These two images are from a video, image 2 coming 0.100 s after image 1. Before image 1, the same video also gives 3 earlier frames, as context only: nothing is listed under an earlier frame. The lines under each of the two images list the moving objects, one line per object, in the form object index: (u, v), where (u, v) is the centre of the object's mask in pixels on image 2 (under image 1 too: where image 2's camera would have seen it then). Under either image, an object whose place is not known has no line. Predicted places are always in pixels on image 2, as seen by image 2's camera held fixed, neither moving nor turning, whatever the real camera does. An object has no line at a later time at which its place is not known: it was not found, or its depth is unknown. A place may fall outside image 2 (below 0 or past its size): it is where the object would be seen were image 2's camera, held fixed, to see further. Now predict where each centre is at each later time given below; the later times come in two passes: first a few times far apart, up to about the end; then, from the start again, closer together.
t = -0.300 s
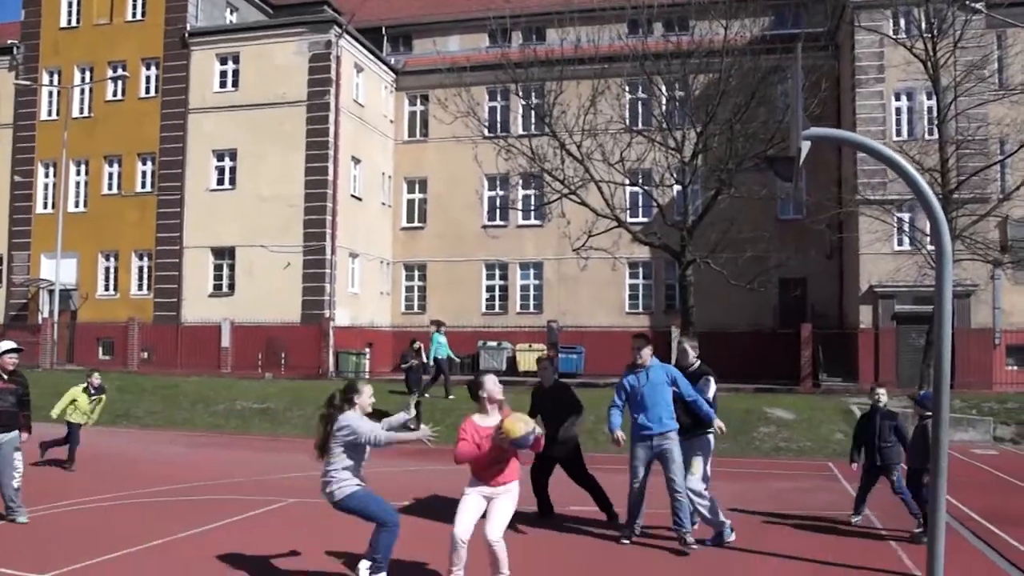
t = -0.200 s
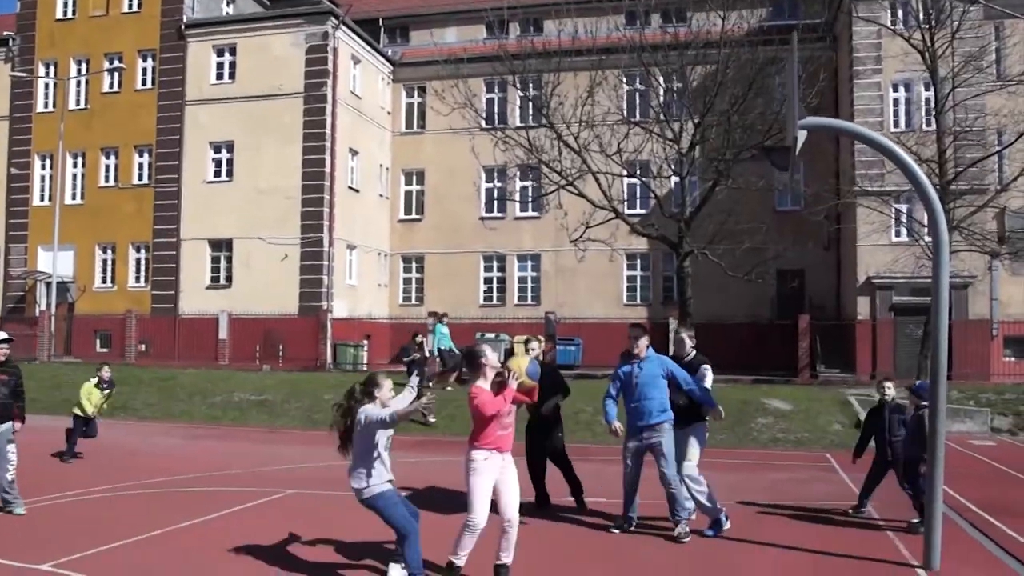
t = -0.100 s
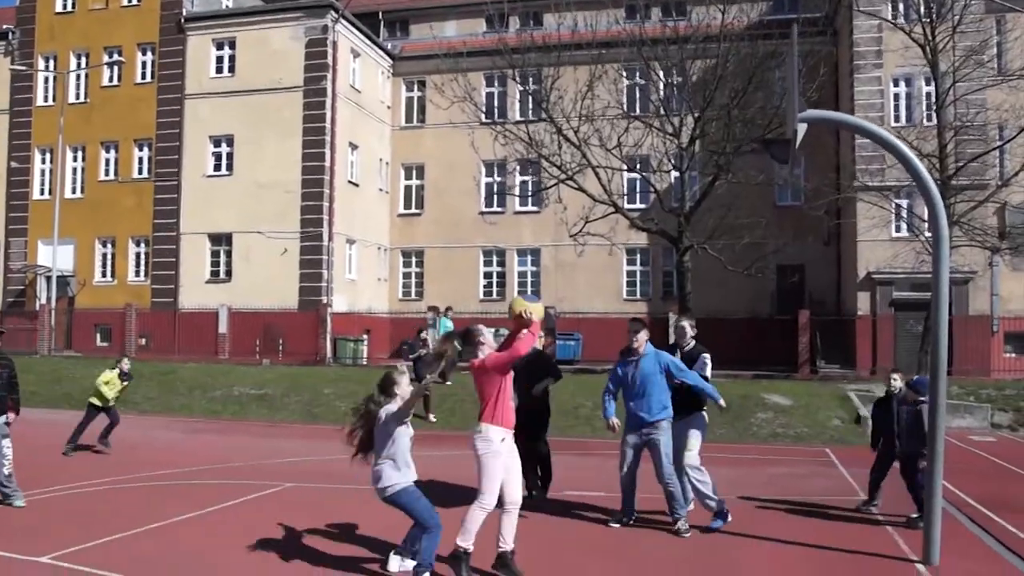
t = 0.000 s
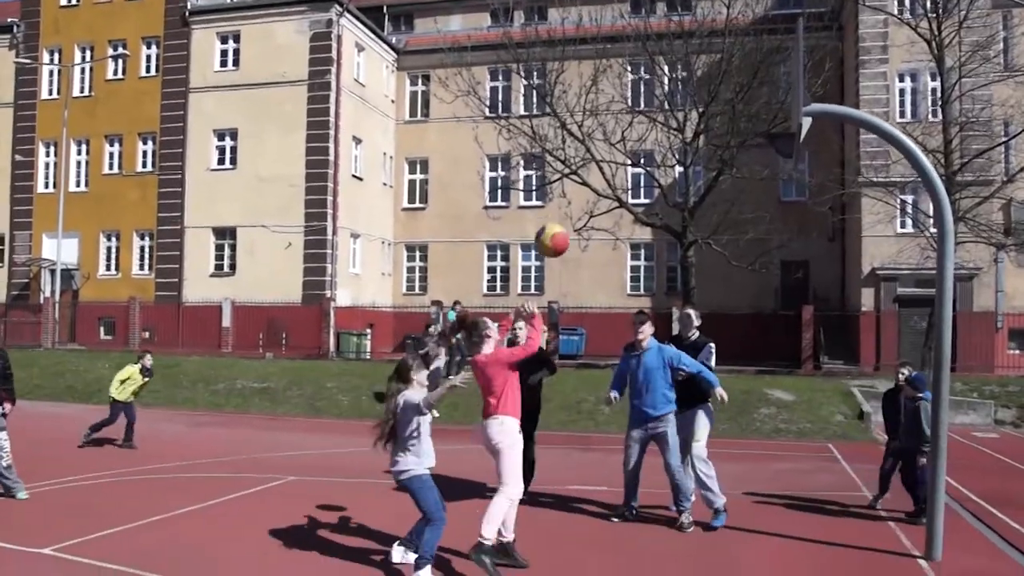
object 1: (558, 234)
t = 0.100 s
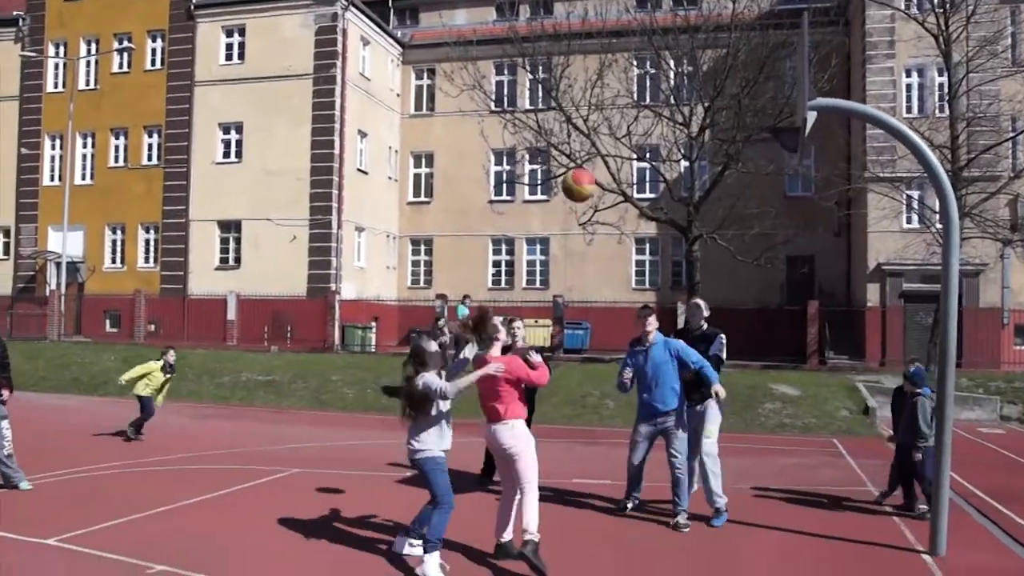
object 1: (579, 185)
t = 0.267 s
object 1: (609, 139)
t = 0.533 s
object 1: (657, 144)
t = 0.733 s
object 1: (686, 201)
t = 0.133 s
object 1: (582, 177)
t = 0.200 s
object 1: (598, 151)
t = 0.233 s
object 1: (602, 146)
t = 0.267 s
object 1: (609, 139)
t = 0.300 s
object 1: (615, 134)
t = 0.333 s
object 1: (619, 132)
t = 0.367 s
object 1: (626, 131)
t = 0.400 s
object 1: (634, 132)
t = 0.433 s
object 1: (639, 133)
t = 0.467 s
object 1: (645, 135)
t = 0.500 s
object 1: (652, 141)
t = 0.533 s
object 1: (657, 144)
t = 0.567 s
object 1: (663, 152)
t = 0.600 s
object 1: (671, 161)
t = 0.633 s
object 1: (672, 166)
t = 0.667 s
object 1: (678, 178)
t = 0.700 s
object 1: (683, 190)
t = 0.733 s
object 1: (686, 201)
